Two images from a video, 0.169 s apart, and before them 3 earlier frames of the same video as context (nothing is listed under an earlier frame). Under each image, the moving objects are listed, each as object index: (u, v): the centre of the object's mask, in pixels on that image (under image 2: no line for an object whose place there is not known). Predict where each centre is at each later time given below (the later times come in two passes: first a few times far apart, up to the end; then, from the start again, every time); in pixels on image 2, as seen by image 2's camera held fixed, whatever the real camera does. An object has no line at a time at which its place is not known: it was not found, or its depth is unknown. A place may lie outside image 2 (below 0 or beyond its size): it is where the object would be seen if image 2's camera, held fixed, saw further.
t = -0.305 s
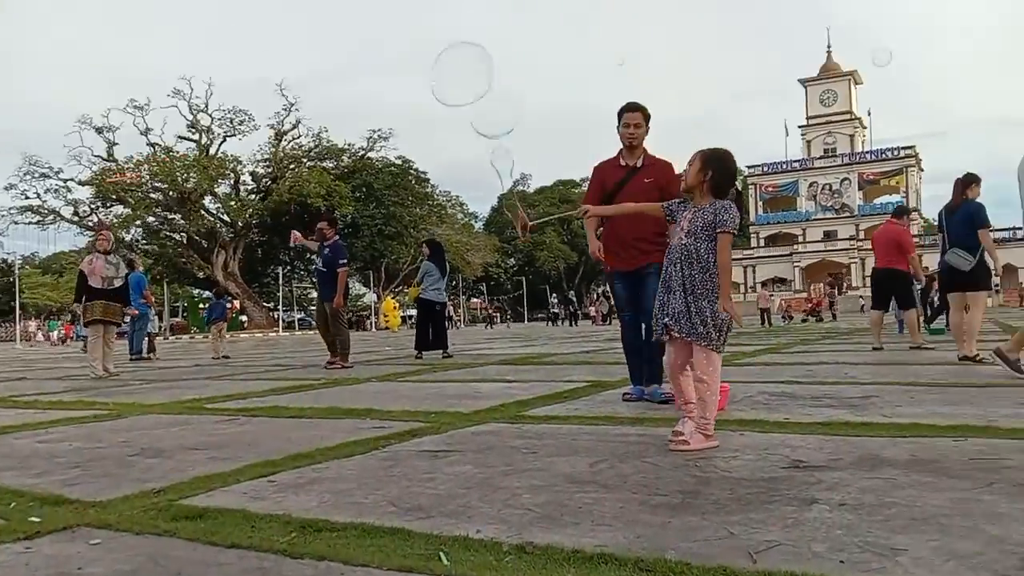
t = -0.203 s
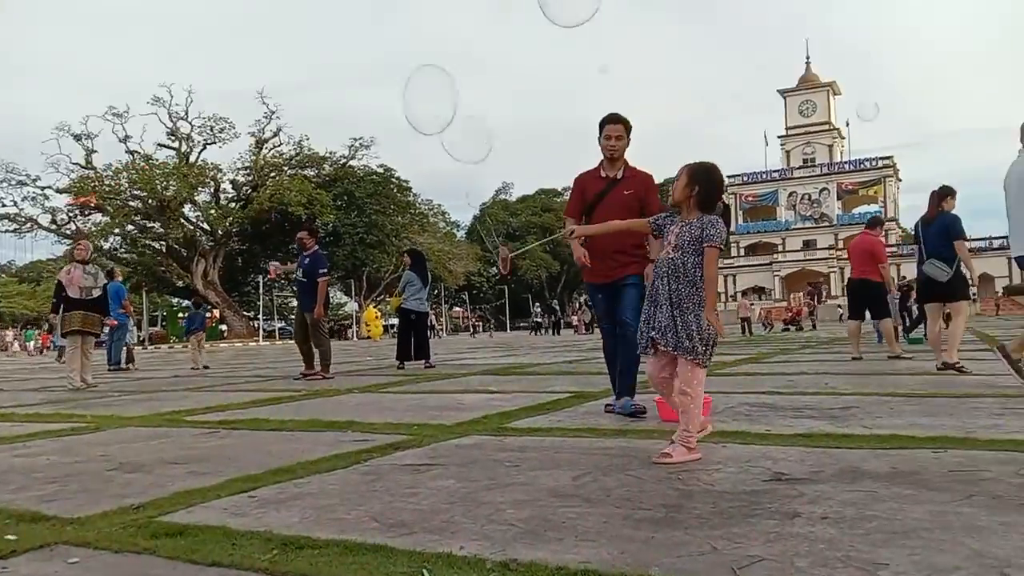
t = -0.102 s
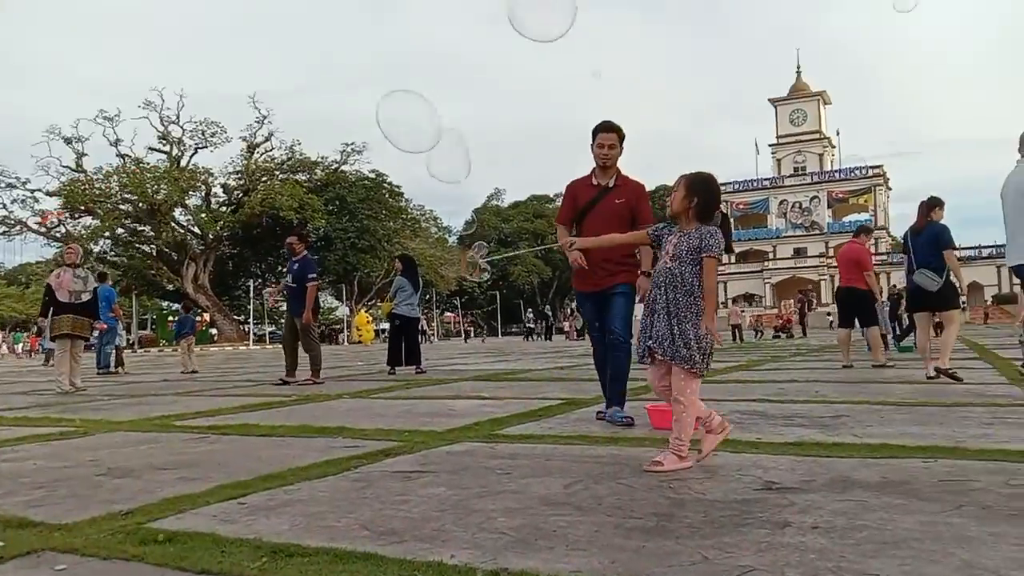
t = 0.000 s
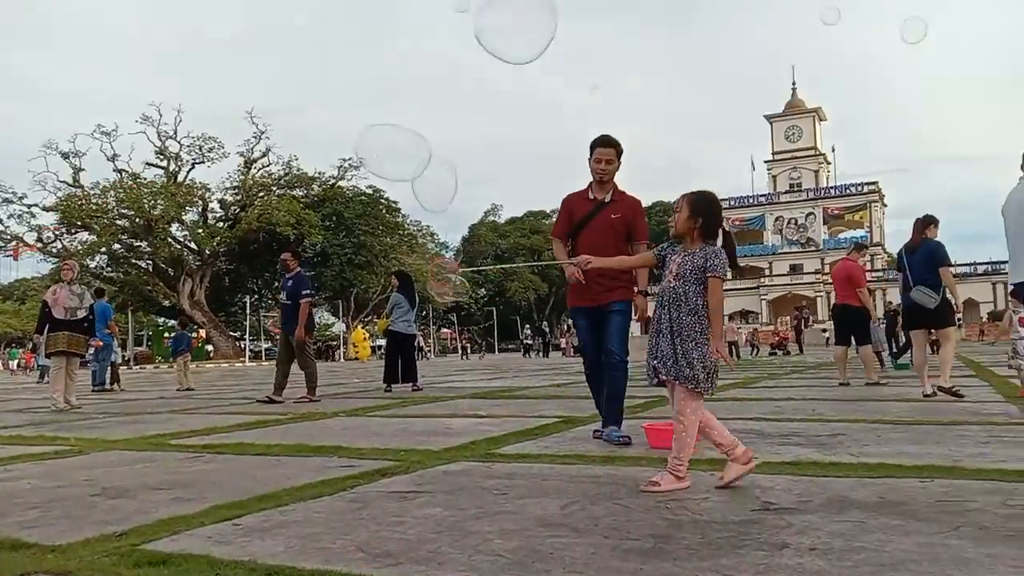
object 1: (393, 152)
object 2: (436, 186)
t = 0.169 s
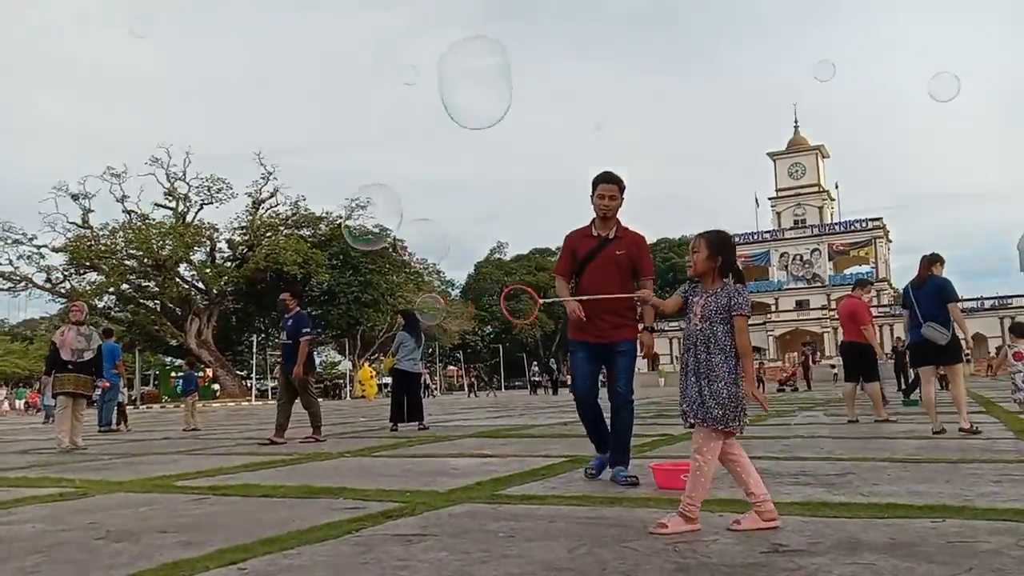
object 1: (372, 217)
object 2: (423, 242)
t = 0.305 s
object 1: (347, 243)
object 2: (403, 266)
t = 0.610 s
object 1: (276, 295)
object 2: (367, 303)
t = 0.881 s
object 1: (195, 354)
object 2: (317, 343)
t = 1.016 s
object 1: (149, 378)
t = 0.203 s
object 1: (366, 223)
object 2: (418, 247)
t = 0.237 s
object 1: (360, 229)
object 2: (415, 250)
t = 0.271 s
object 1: (354, 235)
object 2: (405, 265)
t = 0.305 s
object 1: (347, 243)
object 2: (403, 266)
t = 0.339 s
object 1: (340, 246)
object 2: (399, 268)
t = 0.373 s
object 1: (333, 252)
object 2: (397, 270)
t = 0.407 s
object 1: (326, 258)
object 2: (394, 274)
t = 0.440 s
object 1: (318, 264)
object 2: (391, 278)
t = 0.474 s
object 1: (310, 270)
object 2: (386, 283)
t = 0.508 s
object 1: (303, 277)
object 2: (382, 287)
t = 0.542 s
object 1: (295, 284)
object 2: (377, 293)
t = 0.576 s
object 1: (286, 289)
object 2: (372, 298)
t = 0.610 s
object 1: (276, 295)
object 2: (367, 303)
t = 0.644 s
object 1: (267, 302)
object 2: (361, 309)
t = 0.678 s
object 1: (257, 309)
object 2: (356, 314)
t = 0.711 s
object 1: (248, 317)
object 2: (350, 318)
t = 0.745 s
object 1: (238, 324)
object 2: (344, 324)
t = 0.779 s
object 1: (228, 331)
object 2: (338, 330)
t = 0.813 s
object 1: (217, 337)
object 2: (331, 335)
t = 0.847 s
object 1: (206, 346)
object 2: (324, 340)
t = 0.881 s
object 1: (195, 354)
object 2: (317, 343)
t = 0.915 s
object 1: (185, 361)
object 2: (312, 350)
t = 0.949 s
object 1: (172, 367)
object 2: (306, 350)
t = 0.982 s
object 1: (162, 373)
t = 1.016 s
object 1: (149, 378)
